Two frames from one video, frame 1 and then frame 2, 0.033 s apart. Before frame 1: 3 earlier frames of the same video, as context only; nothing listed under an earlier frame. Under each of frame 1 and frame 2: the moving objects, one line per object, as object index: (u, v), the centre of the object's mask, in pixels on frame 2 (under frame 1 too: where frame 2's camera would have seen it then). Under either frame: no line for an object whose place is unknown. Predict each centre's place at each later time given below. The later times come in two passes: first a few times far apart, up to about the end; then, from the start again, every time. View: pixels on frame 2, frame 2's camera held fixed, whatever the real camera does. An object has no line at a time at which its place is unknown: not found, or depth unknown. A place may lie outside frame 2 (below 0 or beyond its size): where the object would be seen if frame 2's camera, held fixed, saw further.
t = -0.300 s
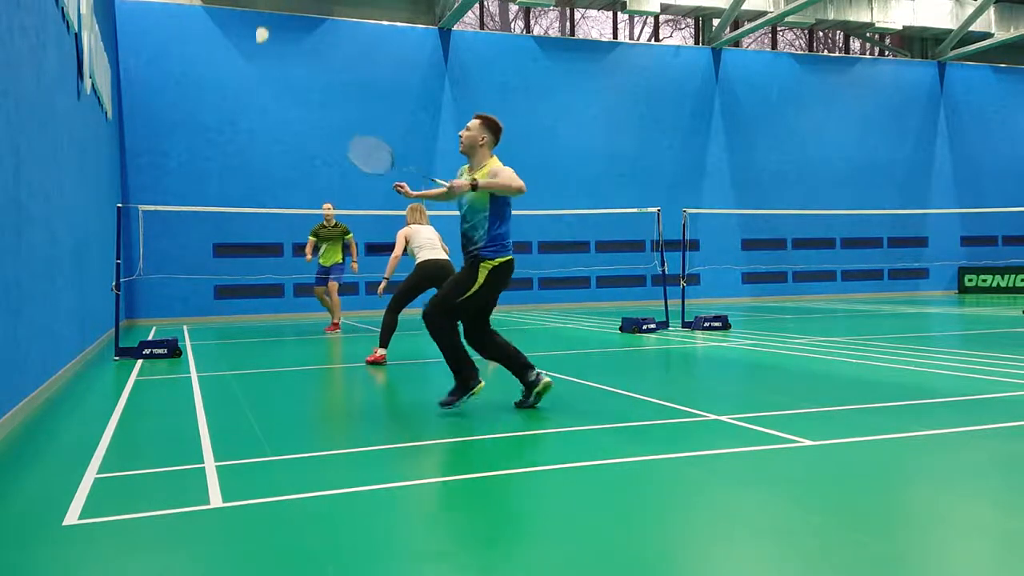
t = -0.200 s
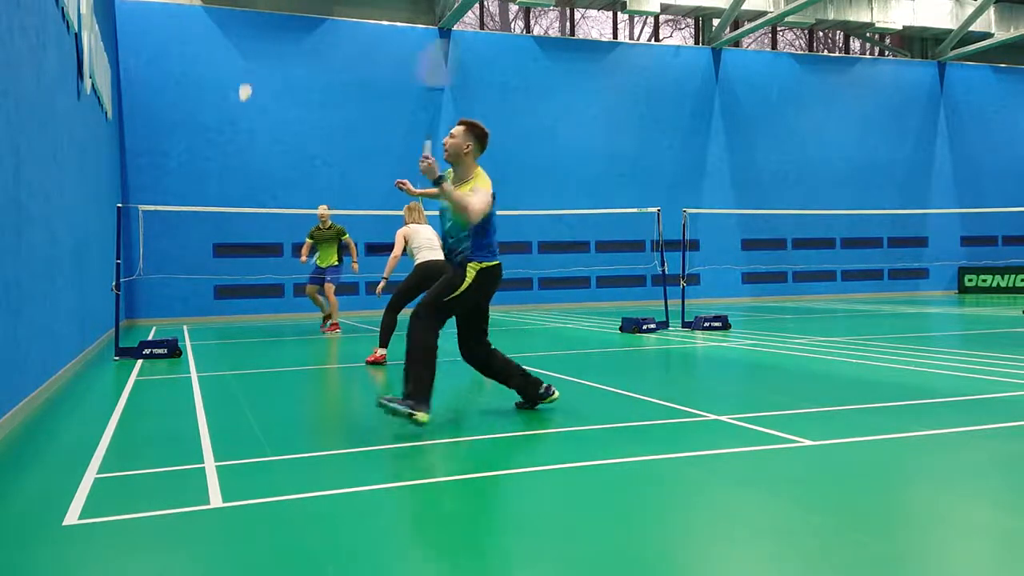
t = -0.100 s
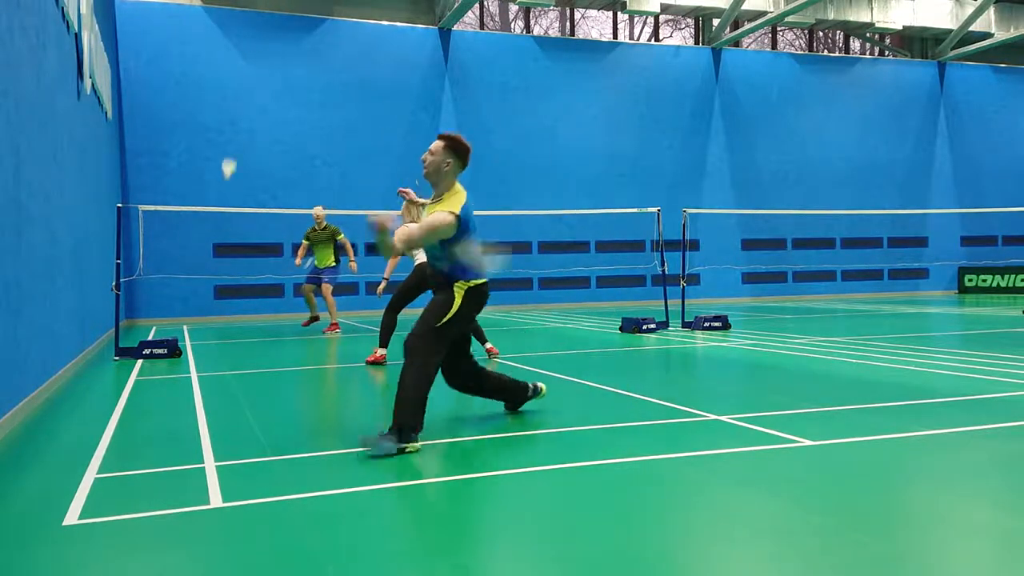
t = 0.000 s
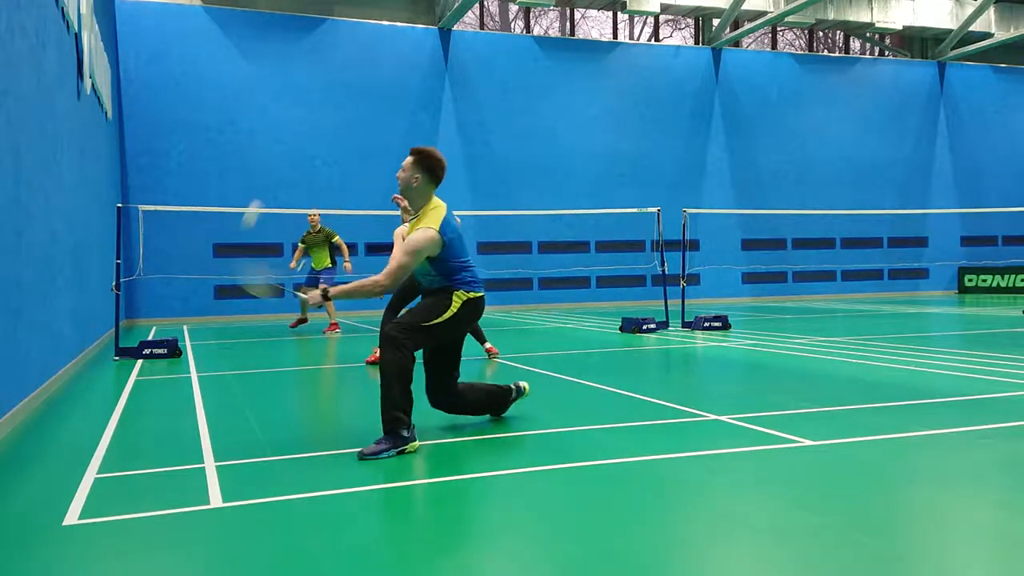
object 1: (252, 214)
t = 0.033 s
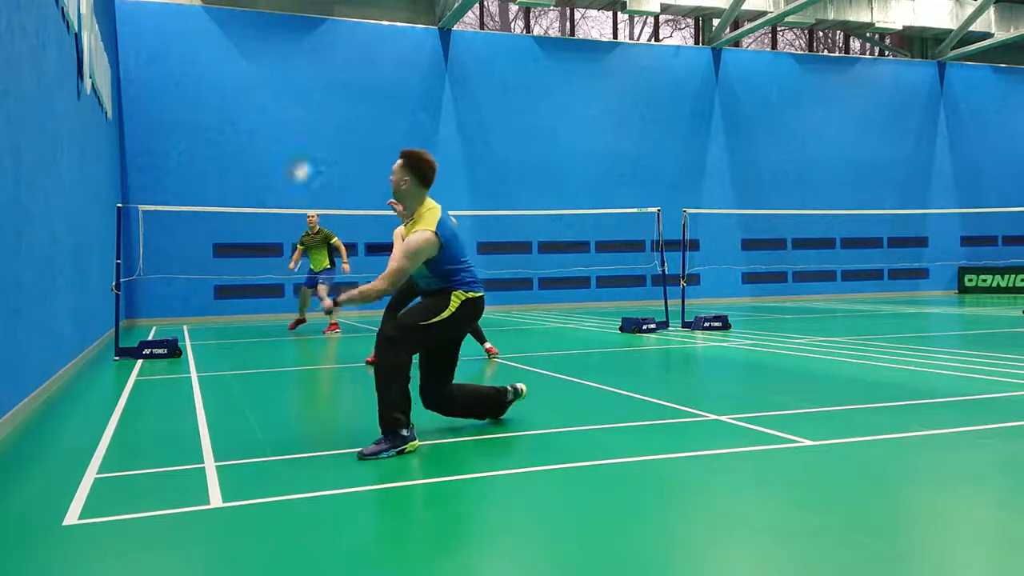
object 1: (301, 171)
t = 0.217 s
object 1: (380, 84)
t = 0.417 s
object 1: (416, 80)
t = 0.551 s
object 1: (432, 98)
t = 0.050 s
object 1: (313, 155)
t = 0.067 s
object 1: (320, 139)
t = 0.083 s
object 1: (329, 126)
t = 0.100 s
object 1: (339, 118)
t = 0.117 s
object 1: (347, 112)
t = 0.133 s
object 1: (354, 105)
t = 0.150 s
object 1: (361, 99)
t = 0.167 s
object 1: (366, 94)
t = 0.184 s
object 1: (371, 90)
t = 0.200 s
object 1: (376, 87)
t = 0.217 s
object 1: (380, 84)
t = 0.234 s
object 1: (384, 82)
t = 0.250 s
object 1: (388, 80)
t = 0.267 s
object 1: (391, 78)
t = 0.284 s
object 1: (395, 78)
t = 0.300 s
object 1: (398, 77)
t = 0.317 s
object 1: (401, 76)
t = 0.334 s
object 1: (404, 76)
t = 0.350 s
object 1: (406, 77)
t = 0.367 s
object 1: (409, 77)
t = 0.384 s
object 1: (411, 78)
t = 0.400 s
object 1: (414, 78)
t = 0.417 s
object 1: (416, 80)
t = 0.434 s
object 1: (418, 82)
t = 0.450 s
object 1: (420, 84)
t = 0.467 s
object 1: (422, 86)
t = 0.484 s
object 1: (425, 88)
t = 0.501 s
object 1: (427, 90)
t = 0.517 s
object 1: (429, 93)
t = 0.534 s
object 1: (430, 95)
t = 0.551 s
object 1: (432, 98)
